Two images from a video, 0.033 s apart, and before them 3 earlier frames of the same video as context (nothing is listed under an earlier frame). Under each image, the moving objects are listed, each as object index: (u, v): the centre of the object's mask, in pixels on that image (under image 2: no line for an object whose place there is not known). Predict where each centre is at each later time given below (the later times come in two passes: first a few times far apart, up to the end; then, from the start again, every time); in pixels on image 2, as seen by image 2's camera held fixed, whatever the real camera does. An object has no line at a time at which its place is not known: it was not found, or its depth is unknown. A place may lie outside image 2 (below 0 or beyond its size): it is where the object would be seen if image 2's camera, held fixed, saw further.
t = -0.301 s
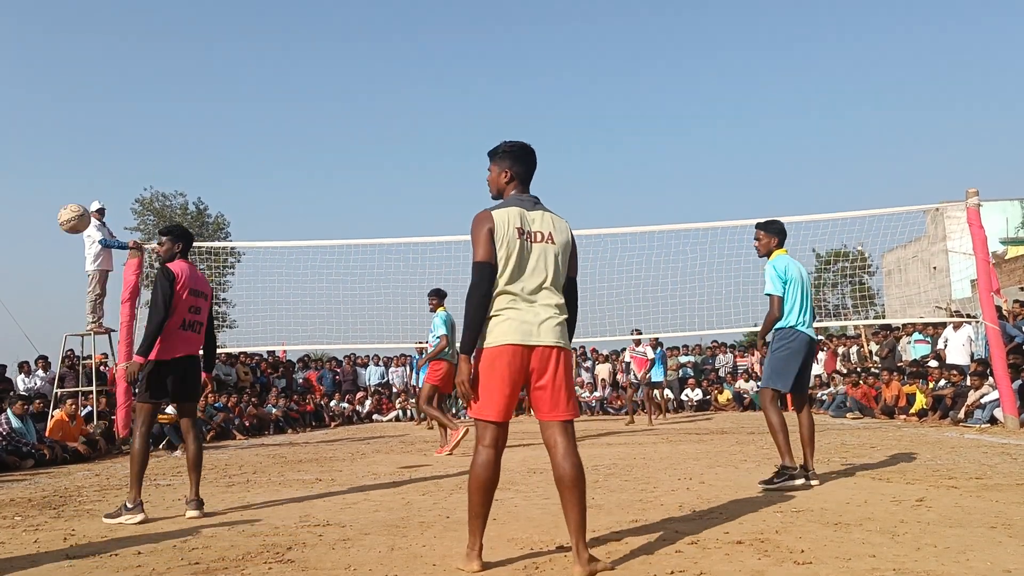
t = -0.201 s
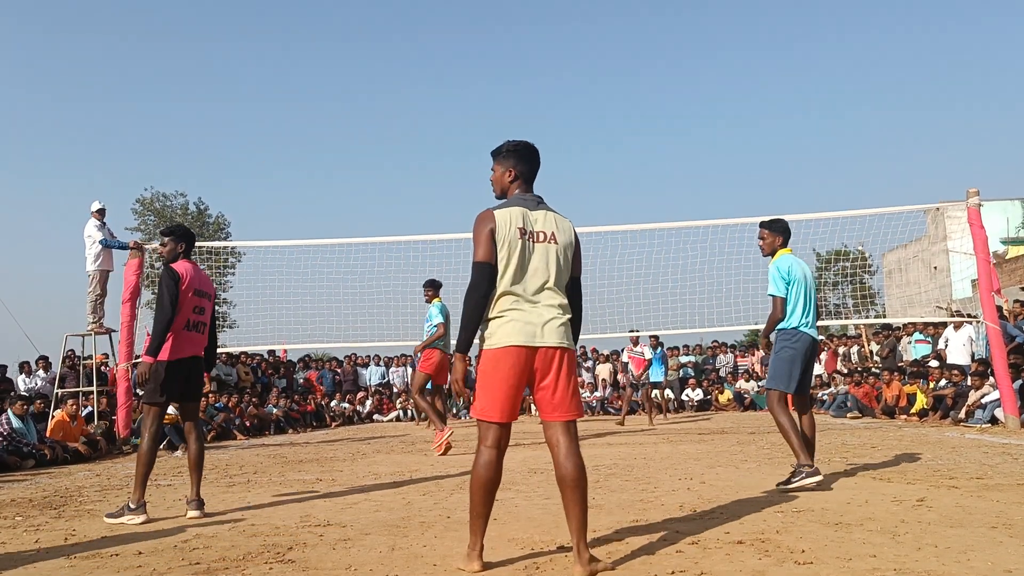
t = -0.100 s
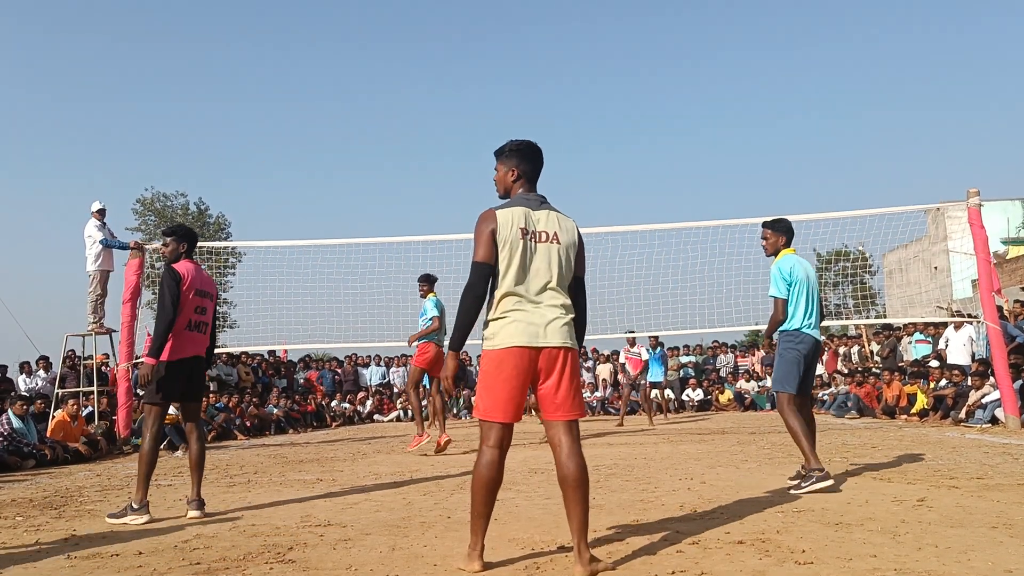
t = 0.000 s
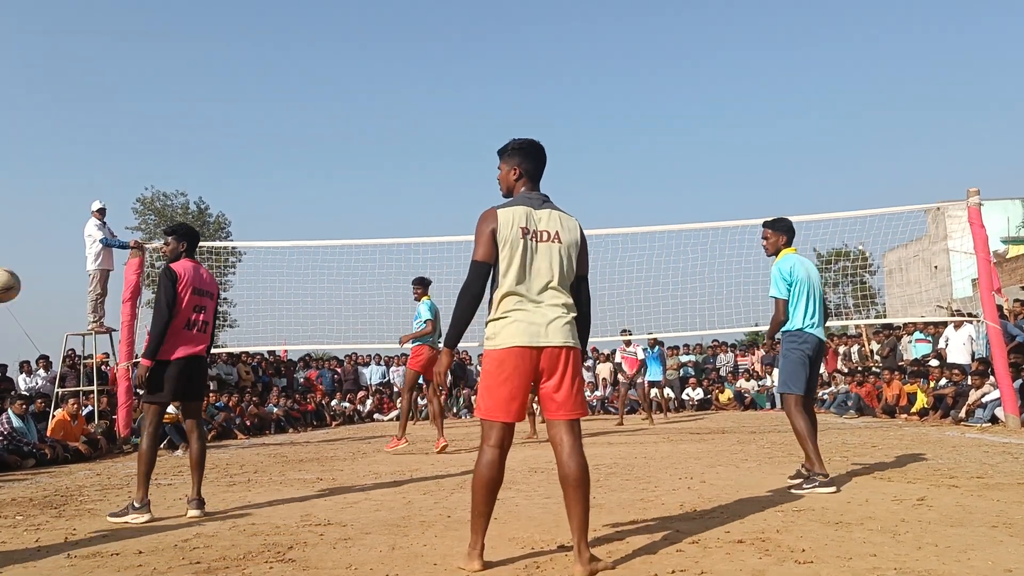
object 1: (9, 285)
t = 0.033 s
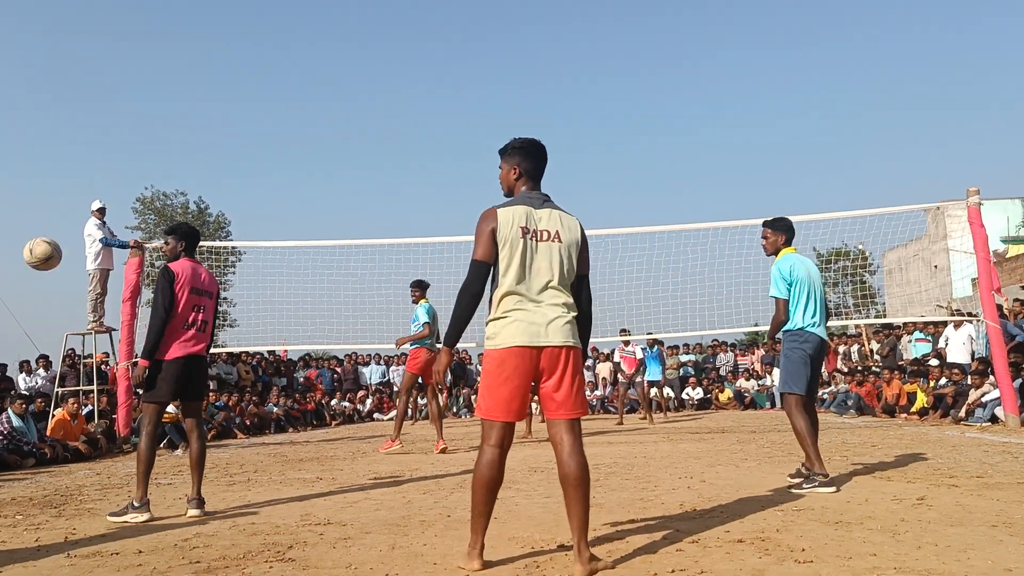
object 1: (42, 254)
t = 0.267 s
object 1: (236, 147)
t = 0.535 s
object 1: (343, 141)
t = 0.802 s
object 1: (401, 191)
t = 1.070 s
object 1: (437, 269)
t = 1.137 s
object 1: (443, 292)
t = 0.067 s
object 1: (80, 229)
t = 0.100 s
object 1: (114, 207)
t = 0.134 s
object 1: (144, 190)
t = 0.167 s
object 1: (171, 175)
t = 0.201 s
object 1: (195, 164)
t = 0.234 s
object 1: (216, 155)
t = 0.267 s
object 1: (236, 147)
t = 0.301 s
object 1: (254, 142)
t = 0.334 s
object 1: (270, 138)
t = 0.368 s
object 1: (285, 136)
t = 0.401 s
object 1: (298, 135)
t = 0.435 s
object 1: (311, 135)
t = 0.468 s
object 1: (323, 136)
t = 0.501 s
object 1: (333, 138)
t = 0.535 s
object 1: (343, 141)
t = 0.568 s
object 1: (352, 145)
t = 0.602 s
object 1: (360, 150)
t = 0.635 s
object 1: (368, 156)
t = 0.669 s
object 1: (375, 162)
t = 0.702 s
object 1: (383, 168)
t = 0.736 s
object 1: (389, 175)
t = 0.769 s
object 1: (395, 183)
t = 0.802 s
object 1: (401, 191)
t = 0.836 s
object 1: (406, 200)
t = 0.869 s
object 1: (412, 208)
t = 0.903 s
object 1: (416, 218)
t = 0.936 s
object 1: (421, 227)
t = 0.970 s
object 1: (425, 237)
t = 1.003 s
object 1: (429, 247)
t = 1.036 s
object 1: (433, 258)
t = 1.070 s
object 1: (437, 269)
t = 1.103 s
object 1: (440, 280)
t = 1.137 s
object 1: (443, 292)
